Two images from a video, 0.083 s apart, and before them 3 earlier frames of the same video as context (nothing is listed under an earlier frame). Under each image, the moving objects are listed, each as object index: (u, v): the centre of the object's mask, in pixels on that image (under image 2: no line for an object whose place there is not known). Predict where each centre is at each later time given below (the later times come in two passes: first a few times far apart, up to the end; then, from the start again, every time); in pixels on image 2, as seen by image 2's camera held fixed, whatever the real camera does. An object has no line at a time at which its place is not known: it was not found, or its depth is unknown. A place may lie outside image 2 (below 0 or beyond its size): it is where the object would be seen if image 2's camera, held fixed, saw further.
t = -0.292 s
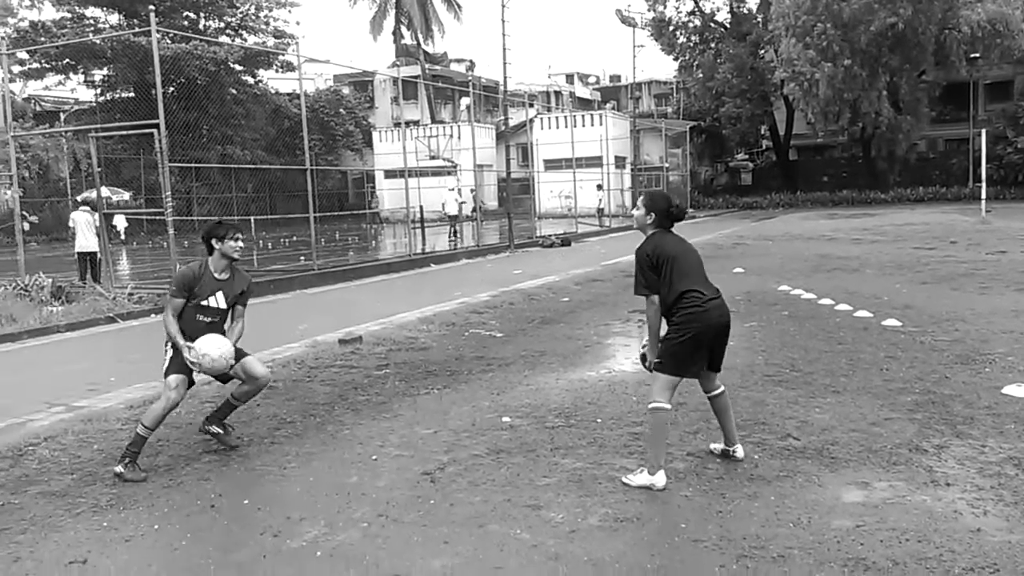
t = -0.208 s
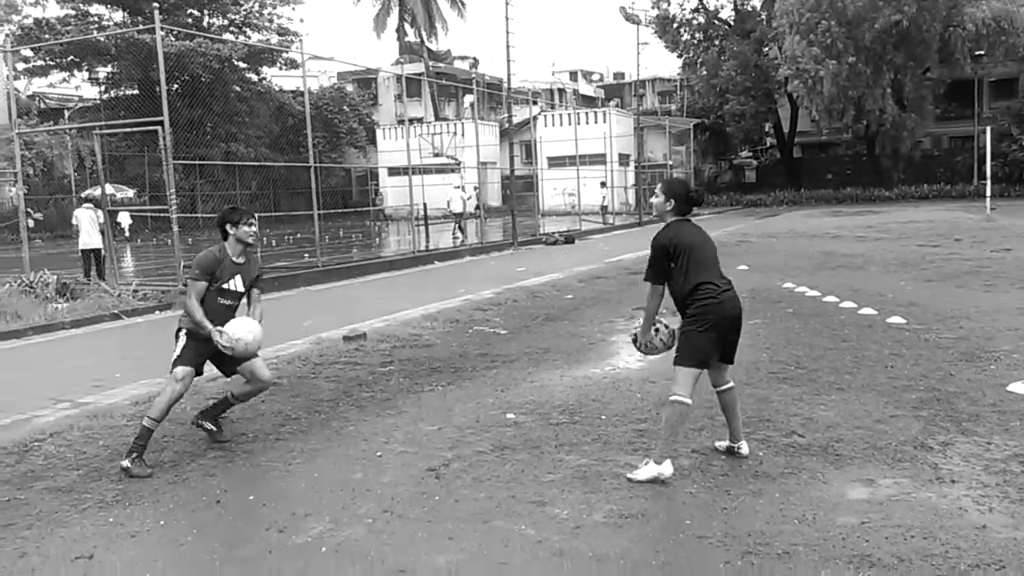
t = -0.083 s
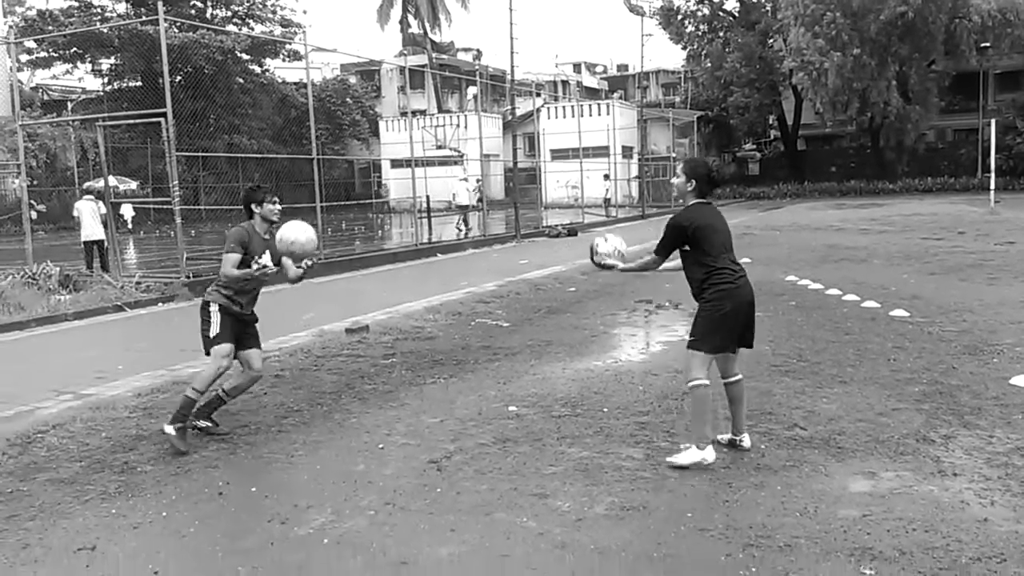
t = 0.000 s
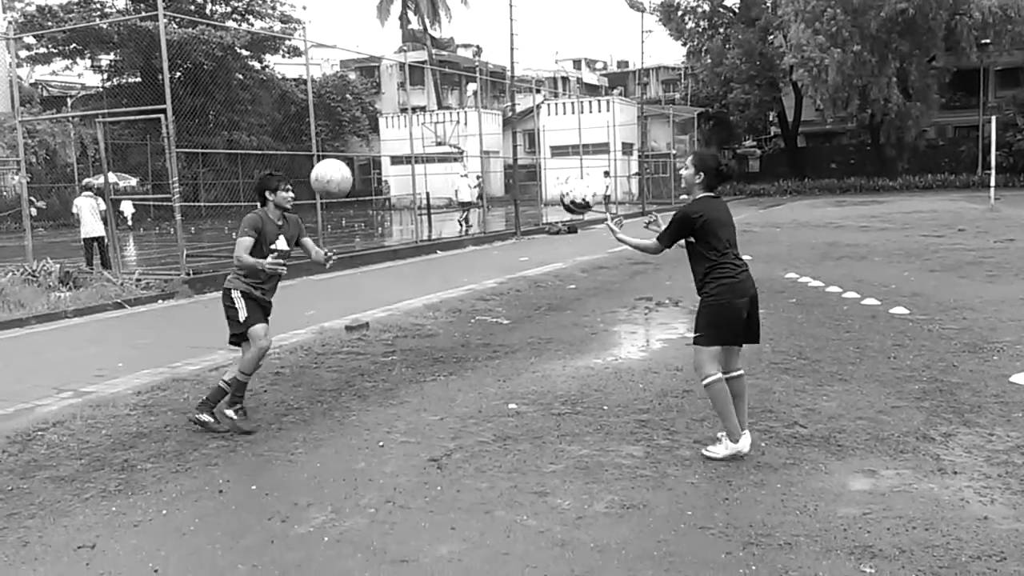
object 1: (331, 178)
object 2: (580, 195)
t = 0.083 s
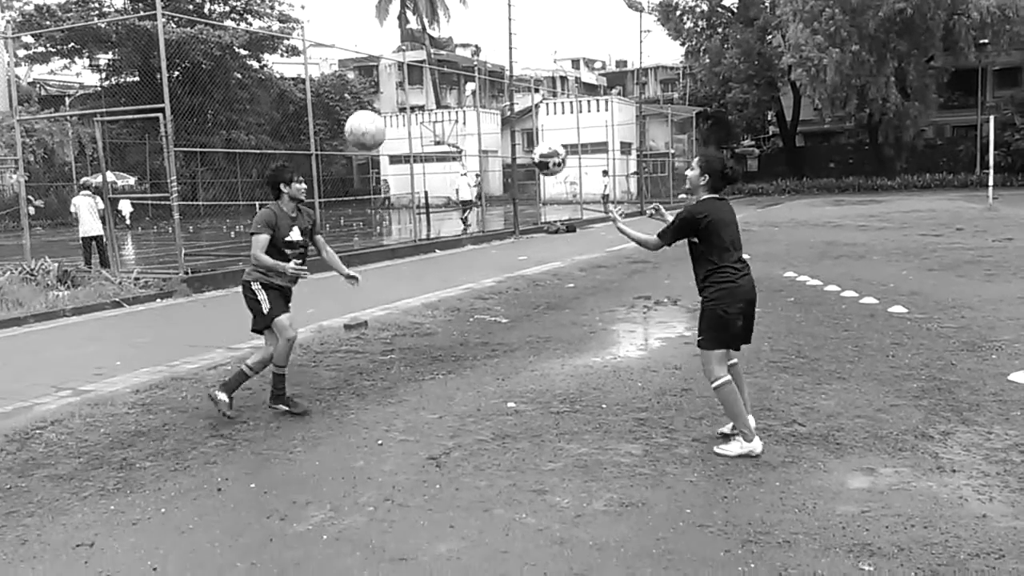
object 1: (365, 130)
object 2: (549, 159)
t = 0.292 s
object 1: (456, 64)
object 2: (492, 117)
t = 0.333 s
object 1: (474, 63)
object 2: (482, 116)
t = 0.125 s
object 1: (383, 111)
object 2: (537, 145)
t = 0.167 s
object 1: (401, 94)
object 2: (524, 133)
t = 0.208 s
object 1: (420, 81)
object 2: (513, 126)
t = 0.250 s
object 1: (438, 71)
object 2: (502, 120)
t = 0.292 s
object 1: (456, 64)
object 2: (492, 117)
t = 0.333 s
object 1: (474, 63)
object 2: (482, 116)
